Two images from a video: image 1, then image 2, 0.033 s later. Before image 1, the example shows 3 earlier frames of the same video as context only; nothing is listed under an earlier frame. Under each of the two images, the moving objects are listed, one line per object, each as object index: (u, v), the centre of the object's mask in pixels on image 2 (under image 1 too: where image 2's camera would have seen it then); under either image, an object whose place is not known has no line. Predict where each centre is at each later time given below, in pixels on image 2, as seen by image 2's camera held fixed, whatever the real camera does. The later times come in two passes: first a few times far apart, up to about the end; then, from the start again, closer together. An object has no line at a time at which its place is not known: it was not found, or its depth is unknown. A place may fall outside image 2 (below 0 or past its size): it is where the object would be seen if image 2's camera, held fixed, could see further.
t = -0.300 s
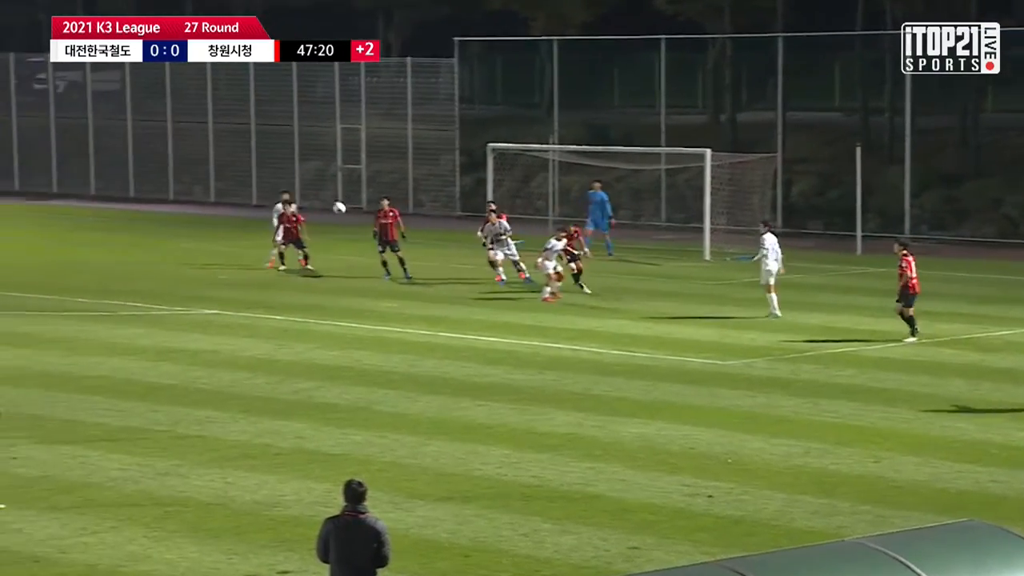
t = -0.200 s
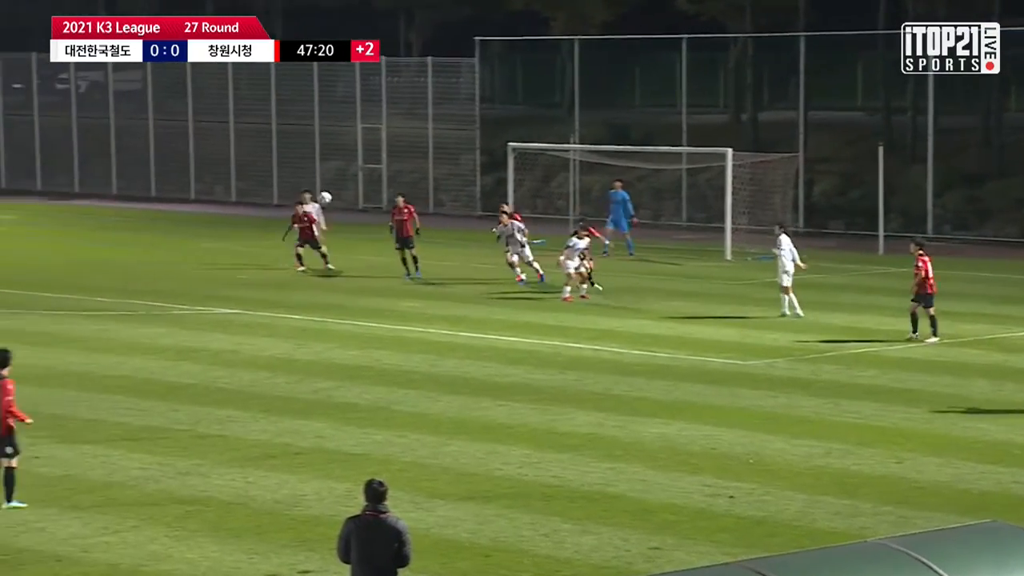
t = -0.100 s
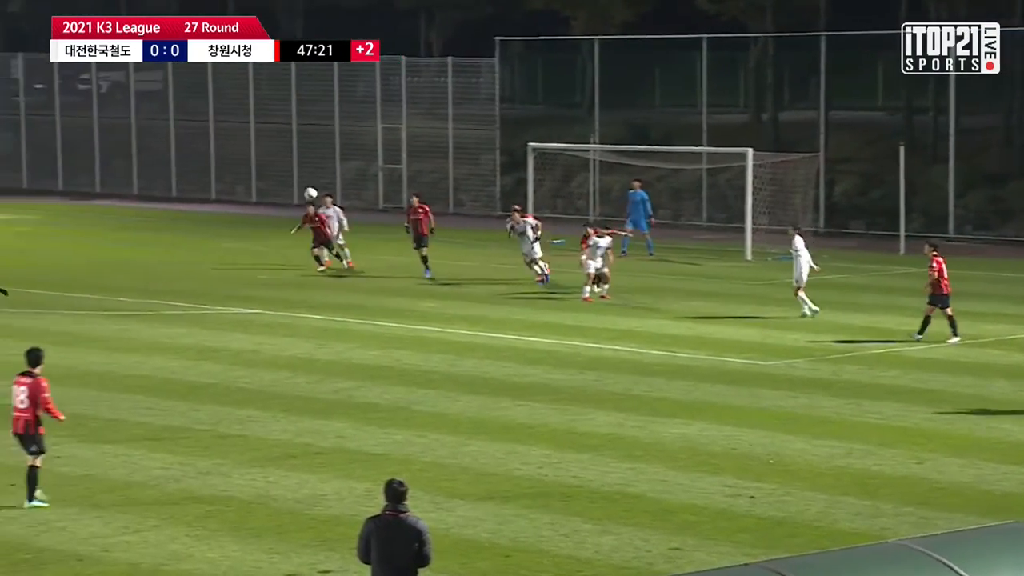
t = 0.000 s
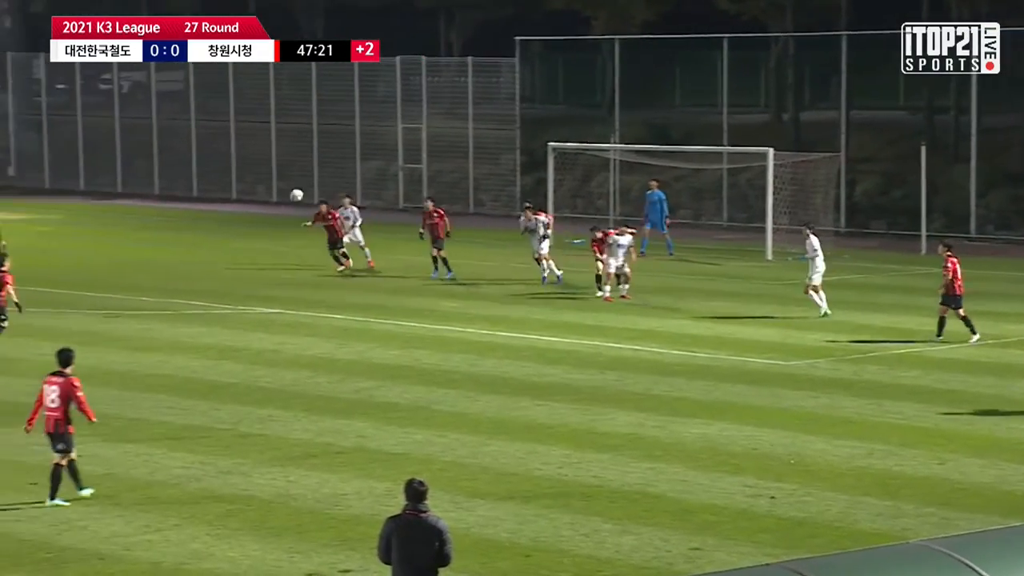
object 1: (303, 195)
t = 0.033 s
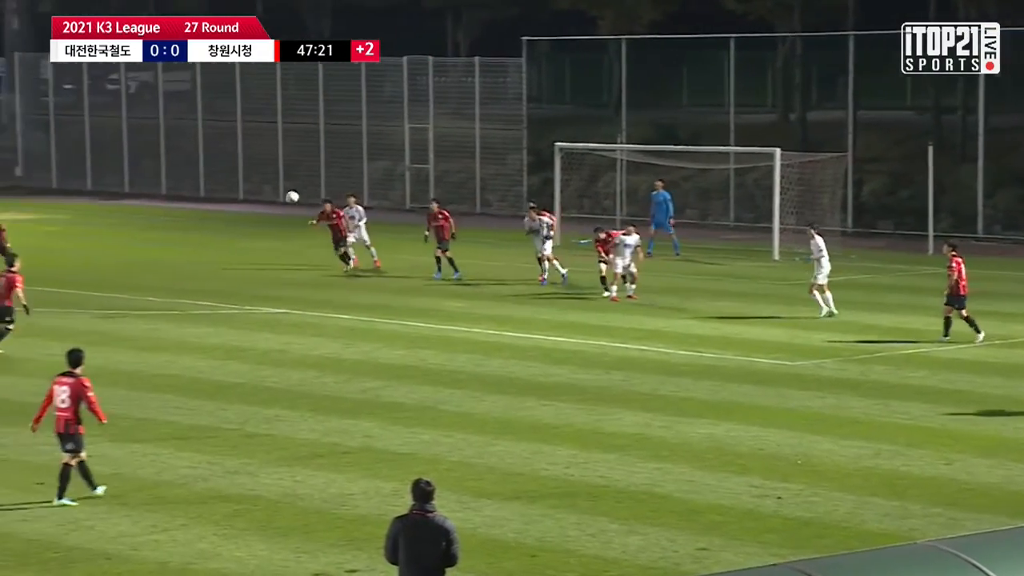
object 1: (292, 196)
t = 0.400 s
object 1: (171, 261)
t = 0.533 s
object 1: (128, 305)
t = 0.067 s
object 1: (280, 199)
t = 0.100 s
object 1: (269, 202)
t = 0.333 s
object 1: (192, 243)
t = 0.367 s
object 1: (181, 251)
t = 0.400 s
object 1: (171, 261)
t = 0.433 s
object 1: (160, 271)
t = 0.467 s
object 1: (149, 281)
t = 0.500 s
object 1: (138, 292)
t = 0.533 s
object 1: (128, 305)
